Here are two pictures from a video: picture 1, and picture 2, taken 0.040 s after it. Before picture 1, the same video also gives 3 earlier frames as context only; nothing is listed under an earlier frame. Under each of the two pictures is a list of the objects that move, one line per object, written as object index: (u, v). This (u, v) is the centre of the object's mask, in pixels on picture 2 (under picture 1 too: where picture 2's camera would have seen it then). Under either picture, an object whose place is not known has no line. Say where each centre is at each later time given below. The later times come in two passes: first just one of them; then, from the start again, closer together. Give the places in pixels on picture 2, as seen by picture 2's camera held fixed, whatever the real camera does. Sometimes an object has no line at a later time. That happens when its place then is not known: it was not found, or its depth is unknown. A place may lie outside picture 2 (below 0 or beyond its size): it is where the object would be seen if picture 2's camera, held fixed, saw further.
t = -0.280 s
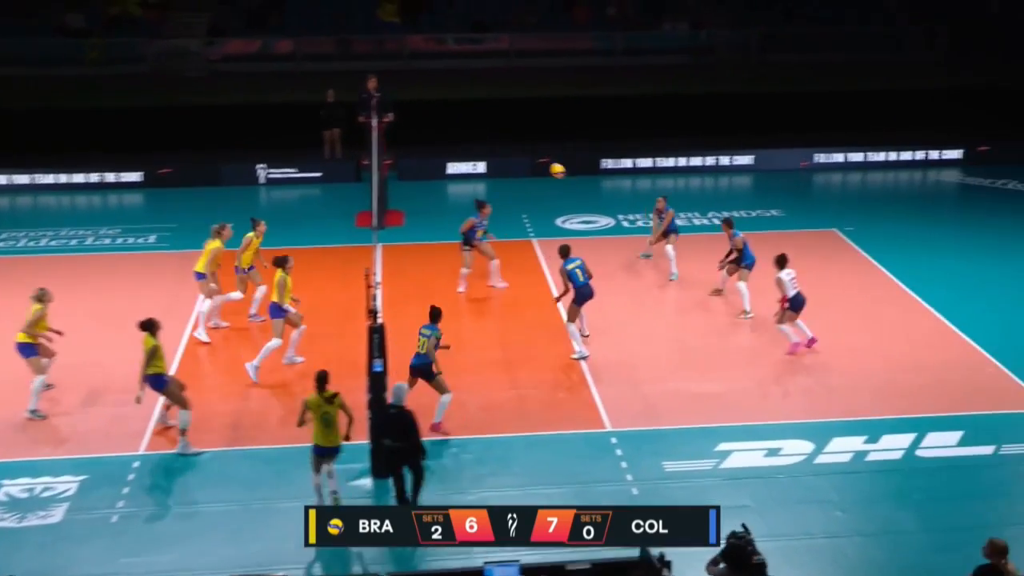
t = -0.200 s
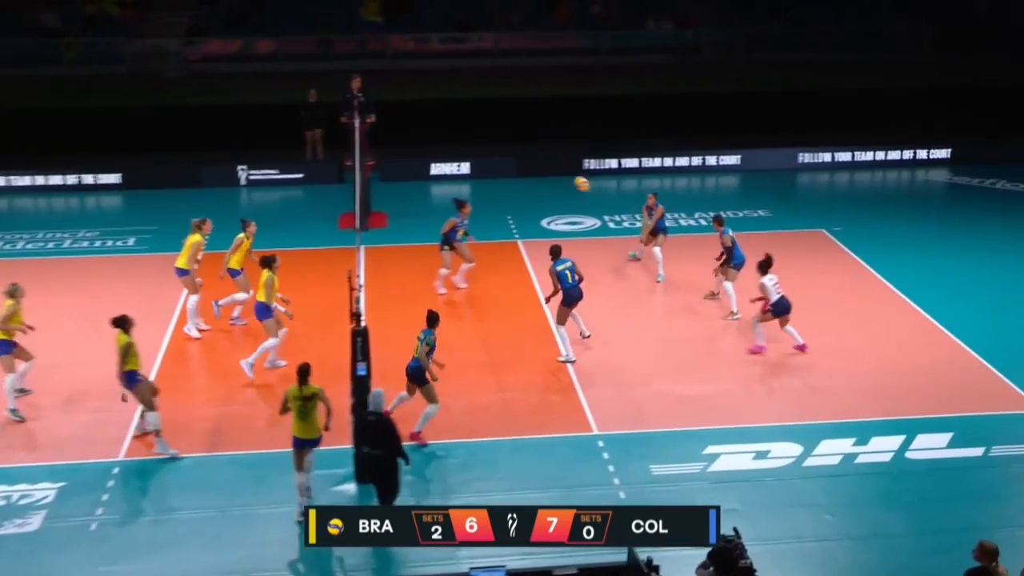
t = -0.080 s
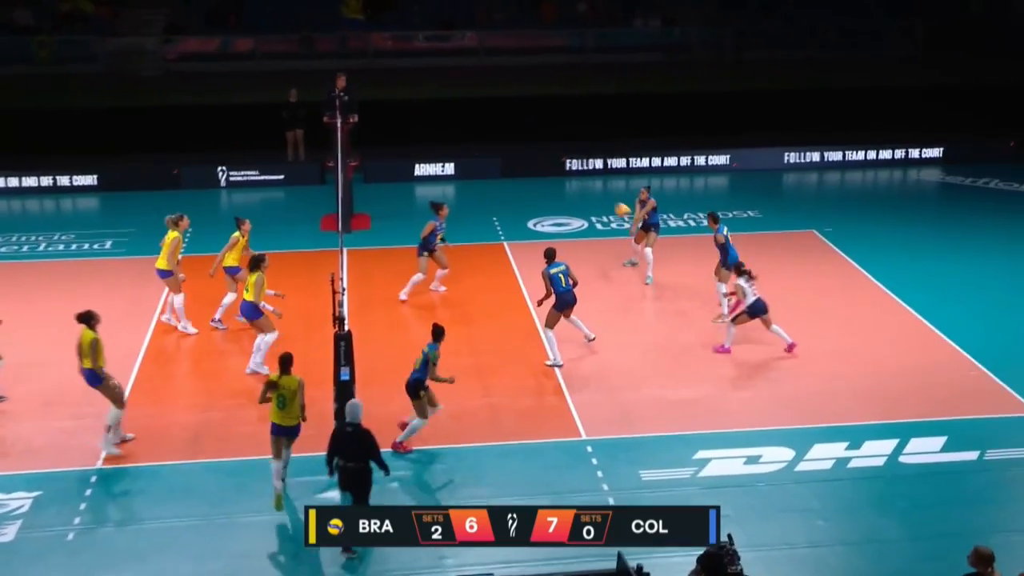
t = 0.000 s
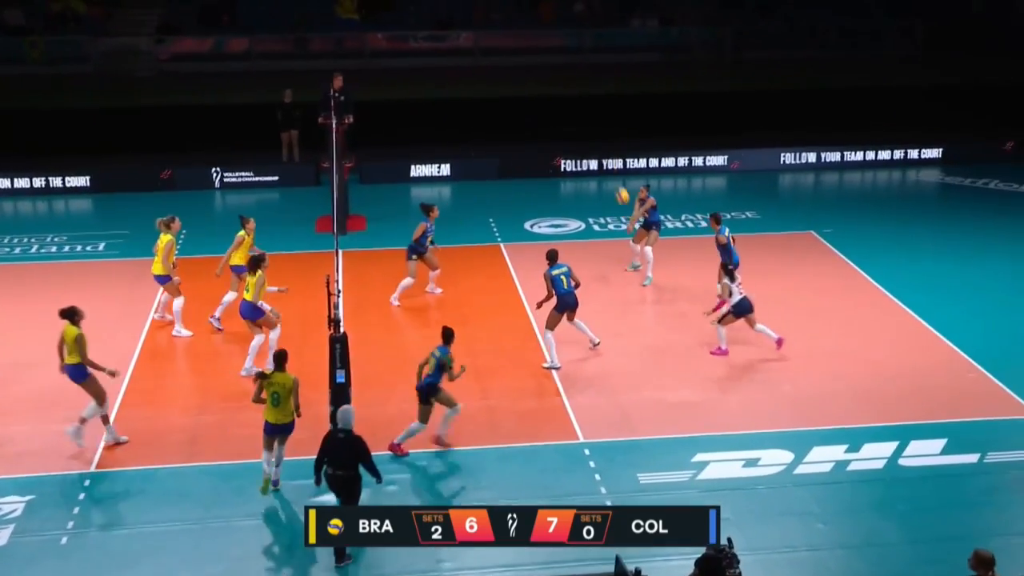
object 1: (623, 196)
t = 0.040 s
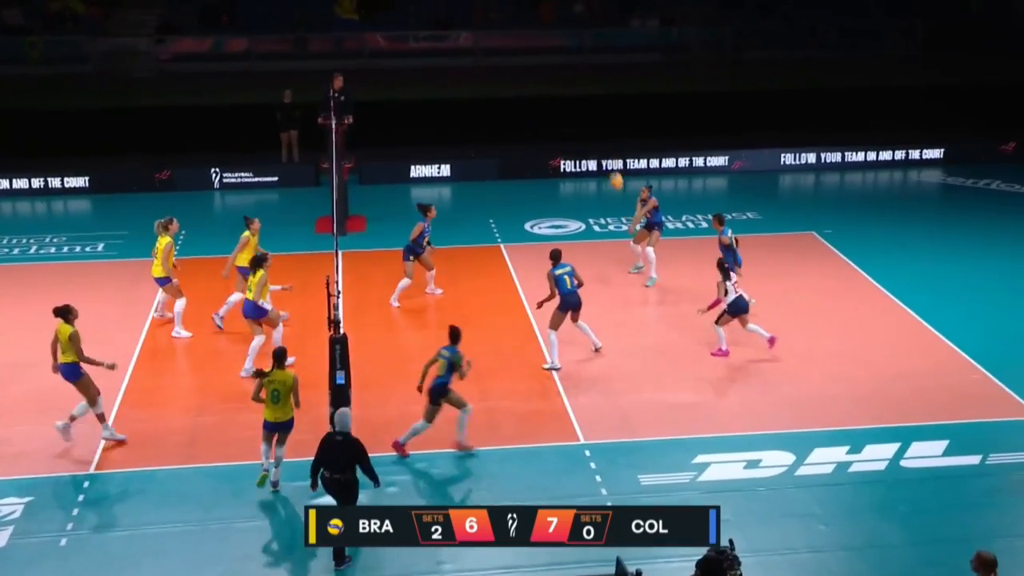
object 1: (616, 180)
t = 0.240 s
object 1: (584, 115)
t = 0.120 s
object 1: (604, 152)
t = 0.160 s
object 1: (597, 139)
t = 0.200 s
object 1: (591, 127)
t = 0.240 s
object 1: (584, 115)
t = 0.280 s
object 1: (578, 104)
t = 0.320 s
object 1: (571, 94)
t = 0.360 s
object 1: (565, 85)
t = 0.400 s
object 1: (558, 76)
